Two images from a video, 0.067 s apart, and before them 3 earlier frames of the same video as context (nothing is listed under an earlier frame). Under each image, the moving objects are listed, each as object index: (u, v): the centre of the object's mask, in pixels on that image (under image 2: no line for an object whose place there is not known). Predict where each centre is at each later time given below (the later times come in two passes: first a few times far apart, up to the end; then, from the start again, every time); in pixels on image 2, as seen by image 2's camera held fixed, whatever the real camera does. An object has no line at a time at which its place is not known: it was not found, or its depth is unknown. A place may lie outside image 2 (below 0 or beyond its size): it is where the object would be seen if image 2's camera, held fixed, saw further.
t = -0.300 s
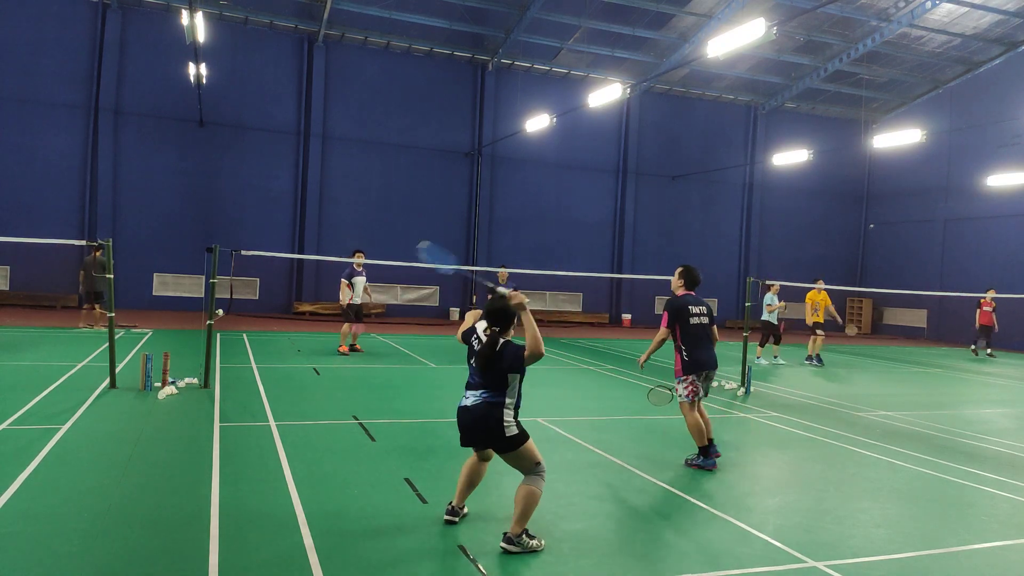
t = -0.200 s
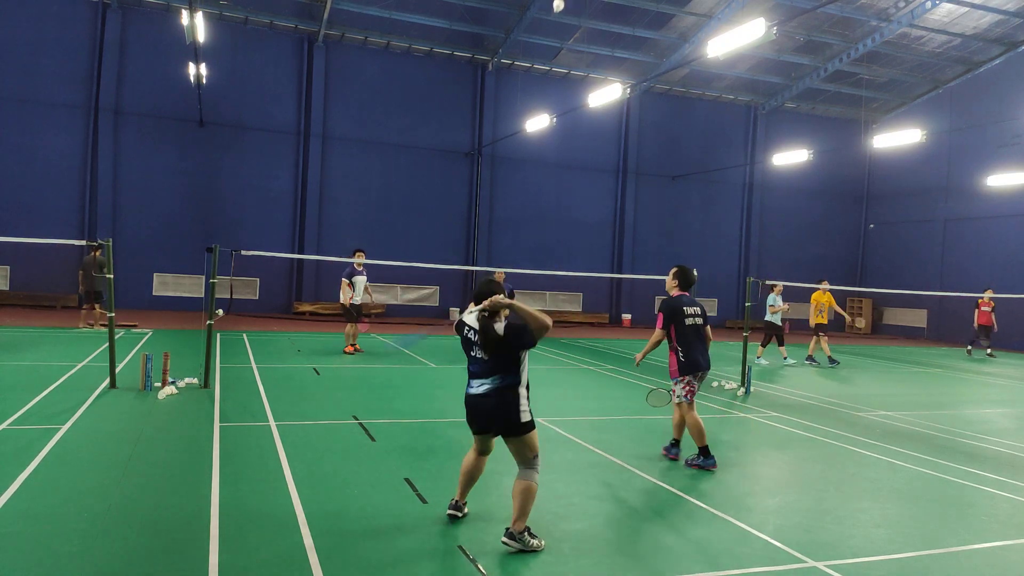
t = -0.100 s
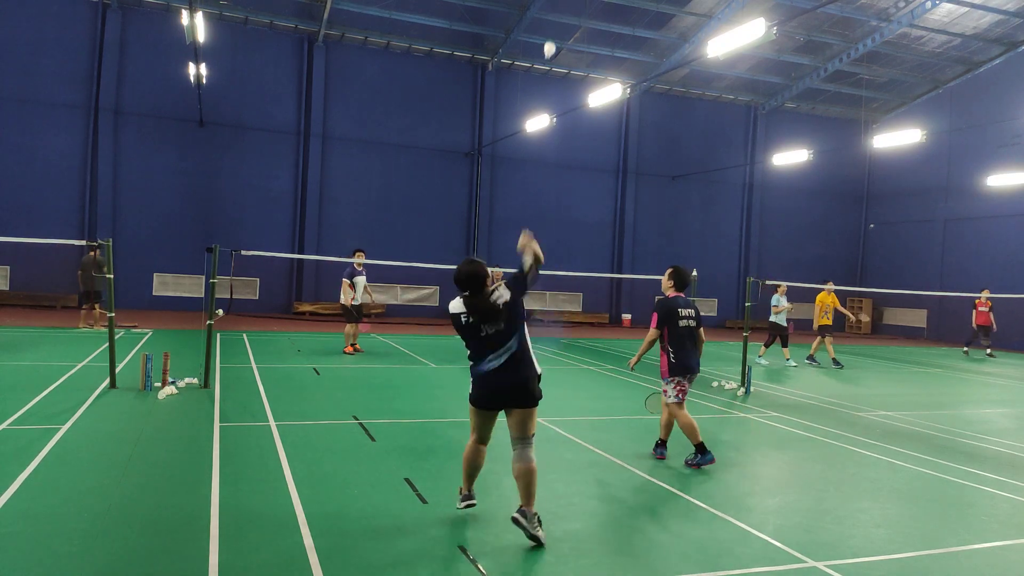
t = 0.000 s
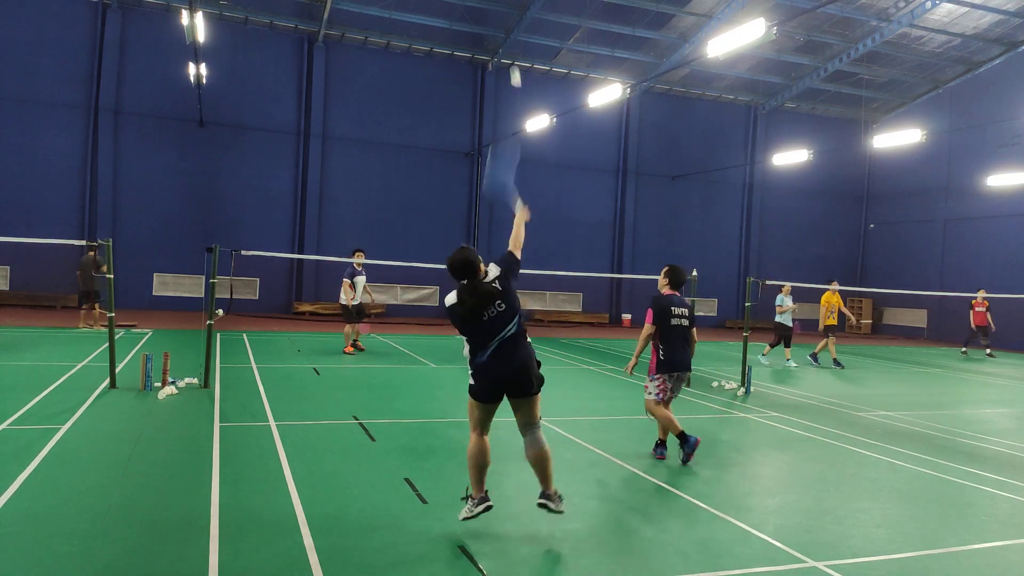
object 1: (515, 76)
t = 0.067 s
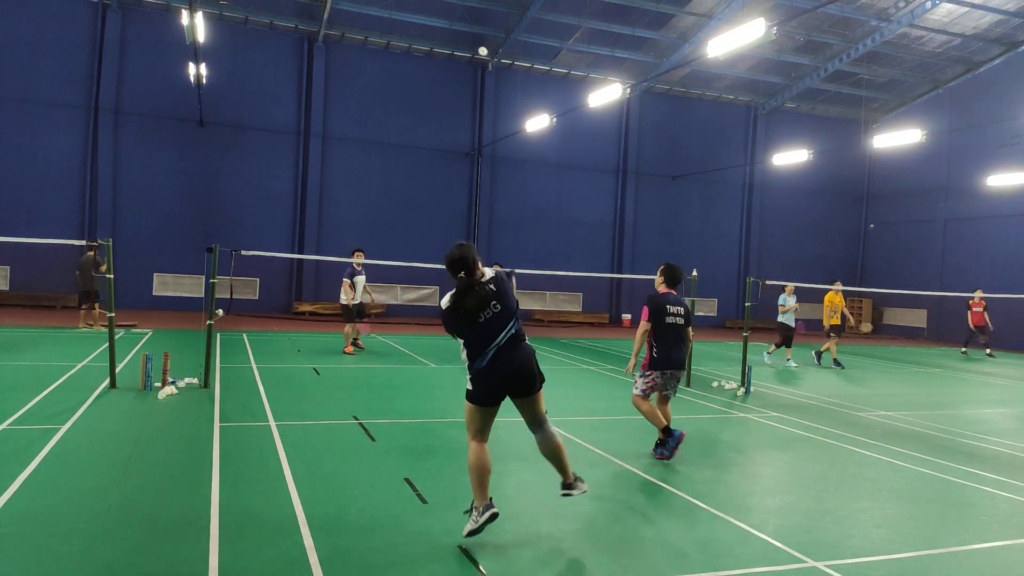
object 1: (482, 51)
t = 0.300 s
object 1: (452, 49)
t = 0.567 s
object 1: (442, 80)
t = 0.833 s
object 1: (438, 130)
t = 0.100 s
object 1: (475, 46)
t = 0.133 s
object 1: (469, 45)
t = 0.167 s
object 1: (464, 44)
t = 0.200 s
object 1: (460, 45)
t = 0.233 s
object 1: (457, 46)
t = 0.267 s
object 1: (454, 47)
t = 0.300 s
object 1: (452, 49)
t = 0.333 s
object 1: (450, 52)
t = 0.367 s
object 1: (449, 55)
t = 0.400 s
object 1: (447, 59)
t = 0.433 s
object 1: (446, 62)
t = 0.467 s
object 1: (445, 66)
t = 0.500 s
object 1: (444, 71)
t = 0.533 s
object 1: (443, 75)
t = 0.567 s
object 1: (442, 80)
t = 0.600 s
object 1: (441, 86)
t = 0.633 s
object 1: (441, 91)
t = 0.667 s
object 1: (440, 97)
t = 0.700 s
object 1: (440, 103)
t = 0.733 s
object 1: (439, 110)
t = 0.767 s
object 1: (439, 116)
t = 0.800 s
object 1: (438, 123)
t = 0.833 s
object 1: (438, 130)
